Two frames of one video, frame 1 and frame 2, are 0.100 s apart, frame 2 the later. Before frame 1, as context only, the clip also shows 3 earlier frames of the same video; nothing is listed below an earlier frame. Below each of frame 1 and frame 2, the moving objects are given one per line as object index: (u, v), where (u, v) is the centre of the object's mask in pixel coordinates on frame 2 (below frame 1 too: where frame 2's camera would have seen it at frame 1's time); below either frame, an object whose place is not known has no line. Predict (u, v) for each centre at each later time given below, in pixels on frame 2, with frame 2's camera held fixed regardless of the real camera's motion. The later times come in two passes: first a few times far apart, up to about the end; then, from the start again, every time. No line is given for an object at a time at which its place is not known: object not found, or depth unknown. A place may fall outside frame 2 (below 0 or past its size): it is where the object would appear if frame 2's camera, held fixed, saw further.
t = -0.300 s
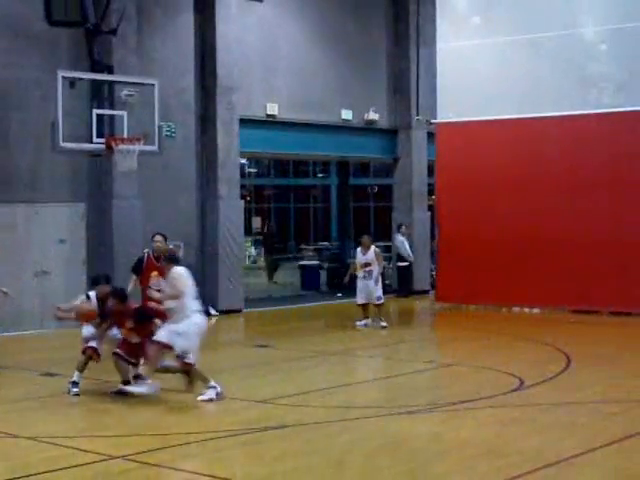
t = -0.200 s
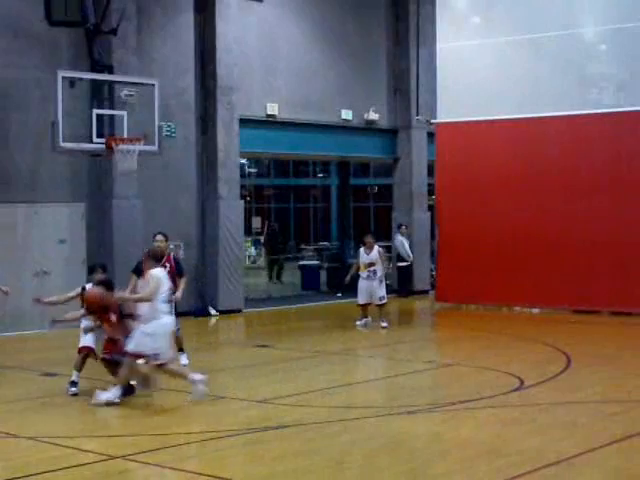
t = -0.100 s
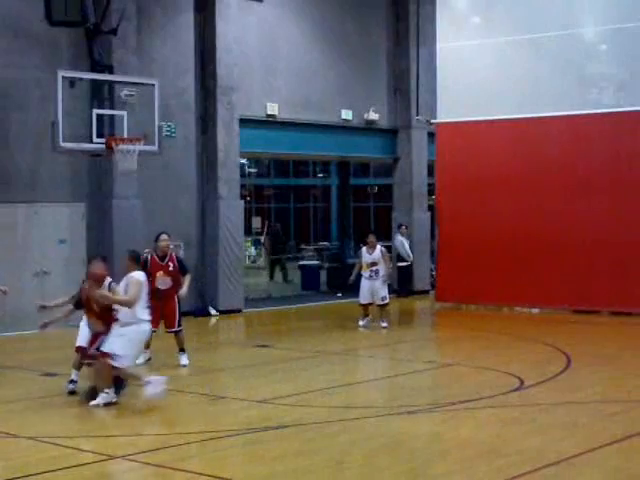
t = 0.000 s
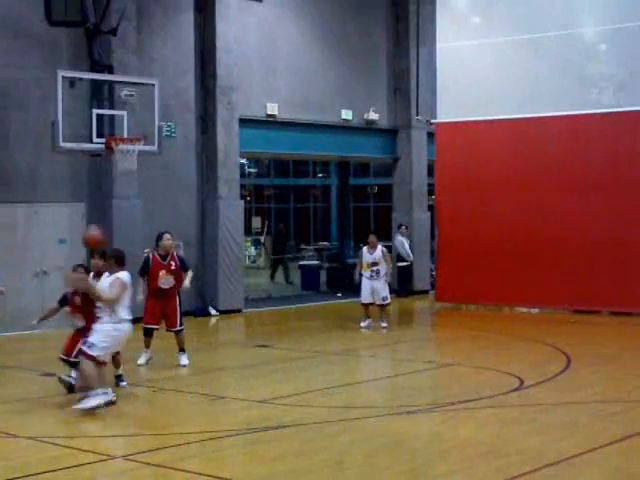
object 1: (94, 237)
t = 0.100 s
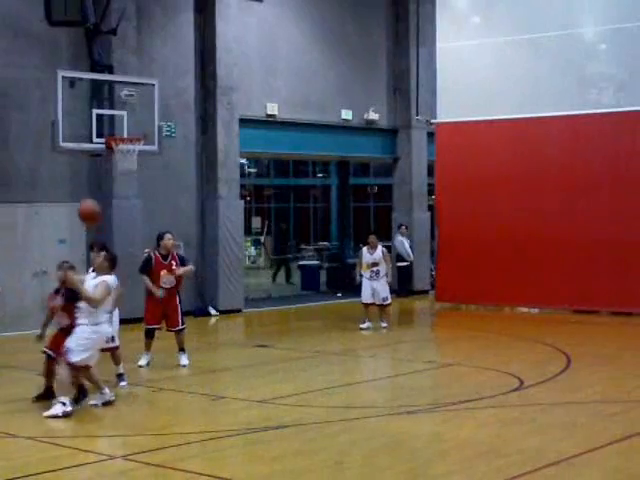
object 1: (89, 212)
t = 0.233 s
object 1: (85, 190)
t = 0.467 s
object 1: (77, 192)
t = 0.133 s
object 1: (88, 205)
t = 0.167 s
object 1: (87, 198)
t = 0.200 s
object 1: (86, 193)
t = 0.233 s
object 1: (85, 190)
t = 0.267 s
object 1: (83, 187)
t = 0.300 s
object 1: (83, 186)
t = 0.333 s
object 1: (82, 185)
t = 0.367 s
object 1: (81, 185)
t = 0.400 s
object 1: (80, 186)
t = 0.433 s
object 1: (79, 188)
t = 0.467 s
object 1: (77, 192)
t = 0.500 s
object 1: (77, 197)
